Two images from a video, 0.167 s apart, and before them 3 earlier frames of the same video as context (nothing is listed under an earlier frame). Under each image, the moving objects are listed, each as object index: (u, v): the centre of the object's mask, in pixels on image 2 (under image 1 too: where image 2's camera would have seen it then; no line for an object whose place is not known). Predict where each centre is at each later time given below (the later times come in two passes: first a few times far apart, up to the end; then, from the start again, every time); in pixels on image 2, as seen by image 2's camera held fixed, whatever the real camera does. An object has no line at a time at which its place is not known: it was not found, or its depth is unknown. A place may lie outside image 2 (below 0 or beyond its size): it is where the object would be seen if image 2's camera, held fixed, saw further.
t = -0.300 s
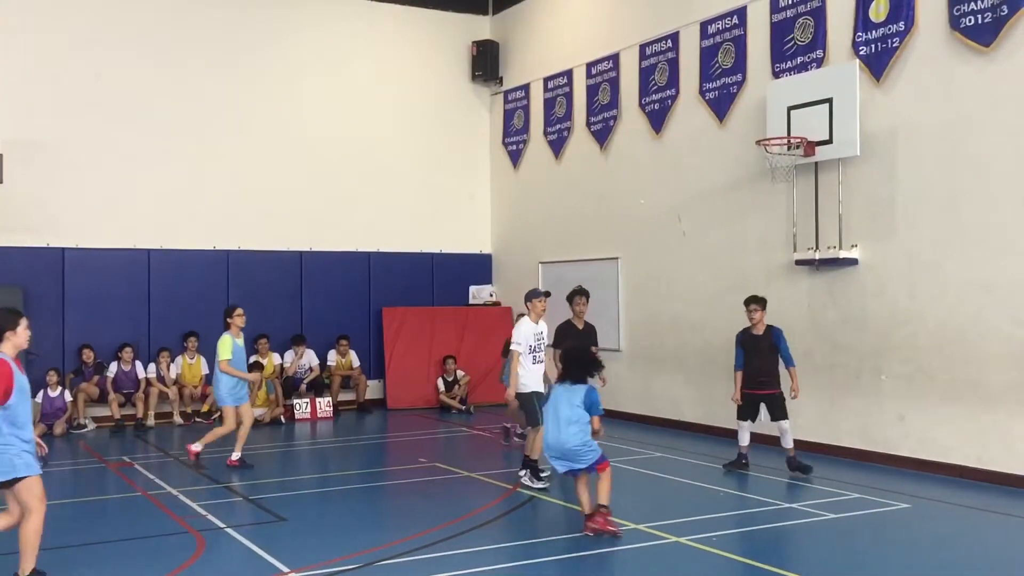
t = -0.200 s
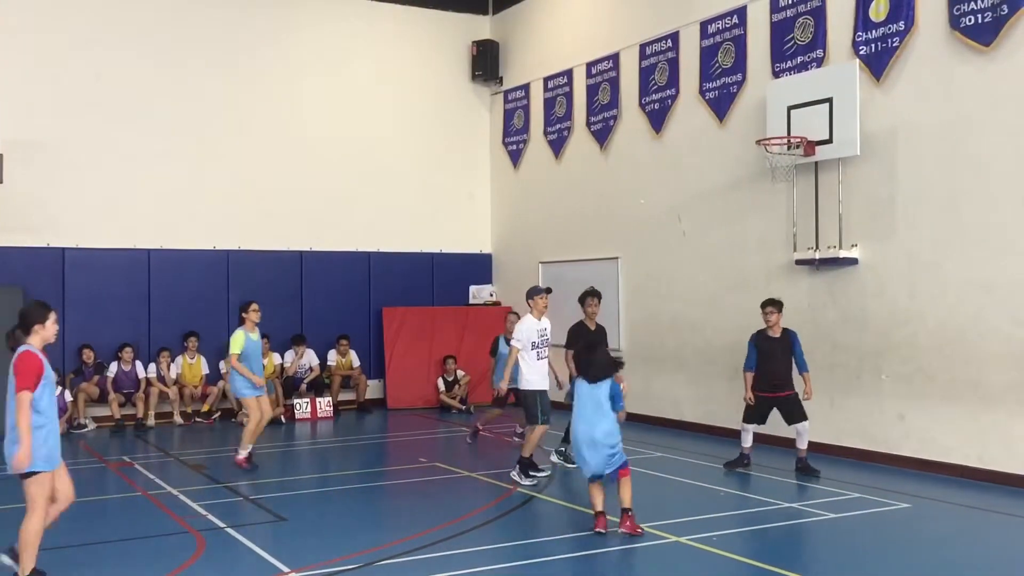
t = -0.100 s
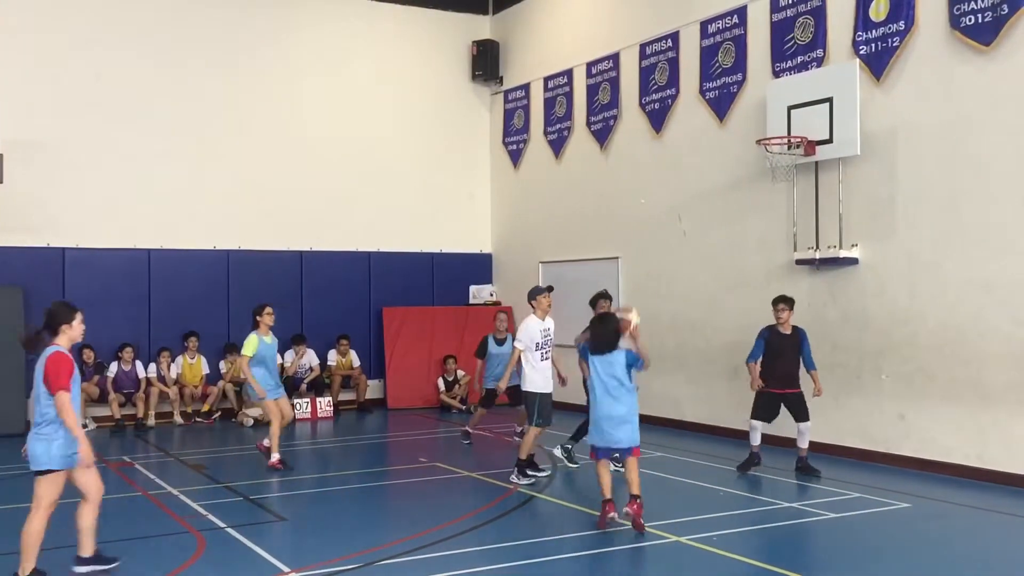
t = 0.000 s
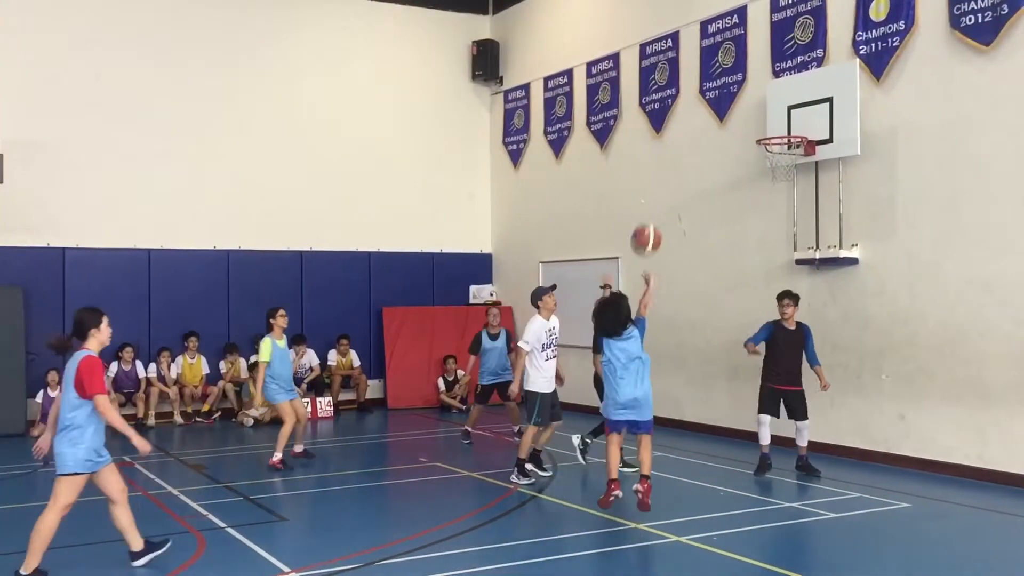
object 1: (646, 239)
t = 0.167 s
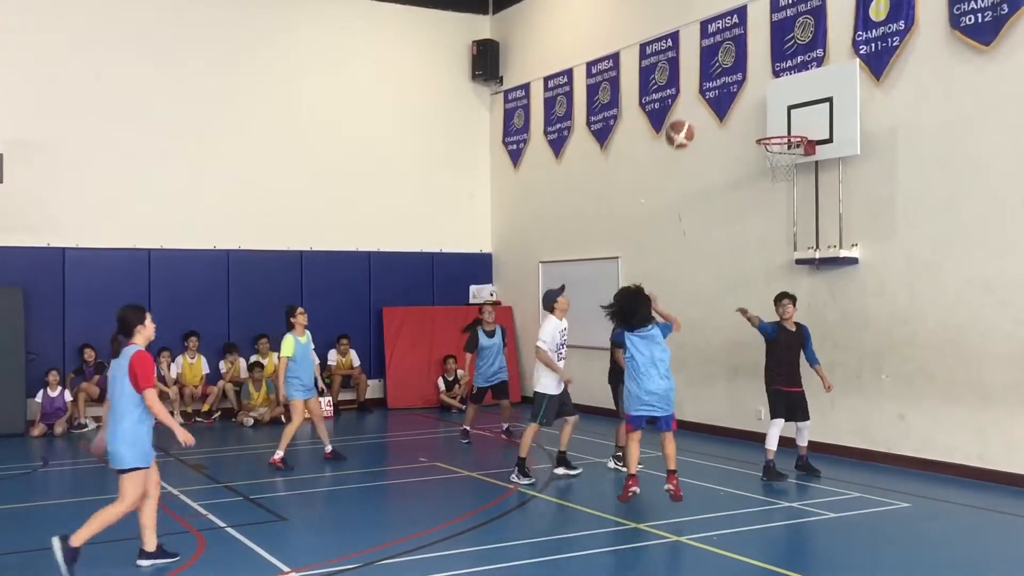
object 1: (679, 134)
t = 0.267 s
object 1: (699, 92)
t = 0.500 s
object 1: (738, 46)
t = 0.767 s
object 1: (776, 66)
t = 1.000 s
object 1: (742, 117)
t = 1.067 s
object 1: (726, 138)
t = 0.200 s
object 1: (686, 118)
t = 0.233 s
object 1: (693, 104)
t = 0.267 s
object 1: (699, 92)
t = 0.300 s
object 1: (704, 81)
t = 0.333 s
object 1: (710, 72)
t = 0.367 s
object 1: (716, 63)
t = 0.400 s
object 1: (722, 57)
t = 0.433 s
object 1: (727, 53)
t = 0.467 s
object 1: (732, 49)
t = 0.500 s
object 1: (738, 46)
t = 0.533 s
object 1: (743, 45)
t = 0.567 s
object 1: (748, 44)
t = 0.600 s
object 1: (753, 45)
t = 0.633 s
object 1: (758, 48)
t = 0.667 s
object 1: (762, 51)
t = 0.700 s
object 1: (766, 55)
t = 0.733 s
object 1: (771, 60)
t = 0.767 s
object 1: (776, 66)
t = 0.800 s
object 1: (780, 73)
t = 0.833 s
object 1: (782, 80)
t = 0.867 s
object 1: (773, 85)
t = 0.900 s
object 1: (765, 91)
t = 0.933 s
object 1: (758, 98)
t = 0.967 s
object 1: (750, 107)
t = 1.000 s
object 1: (742, 117)
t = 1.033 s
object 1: (734, 126)
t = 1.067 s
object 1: (726, 138)
